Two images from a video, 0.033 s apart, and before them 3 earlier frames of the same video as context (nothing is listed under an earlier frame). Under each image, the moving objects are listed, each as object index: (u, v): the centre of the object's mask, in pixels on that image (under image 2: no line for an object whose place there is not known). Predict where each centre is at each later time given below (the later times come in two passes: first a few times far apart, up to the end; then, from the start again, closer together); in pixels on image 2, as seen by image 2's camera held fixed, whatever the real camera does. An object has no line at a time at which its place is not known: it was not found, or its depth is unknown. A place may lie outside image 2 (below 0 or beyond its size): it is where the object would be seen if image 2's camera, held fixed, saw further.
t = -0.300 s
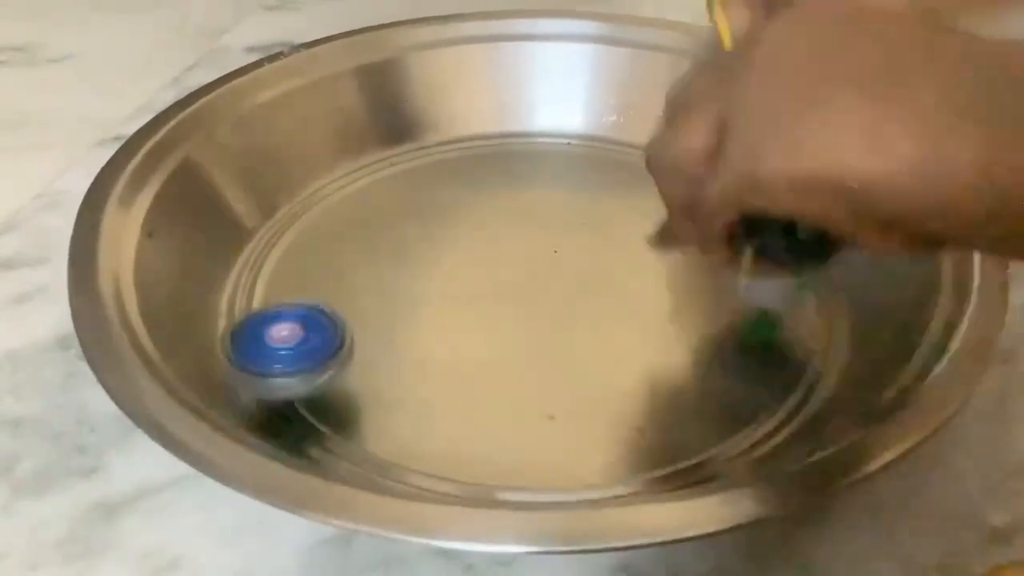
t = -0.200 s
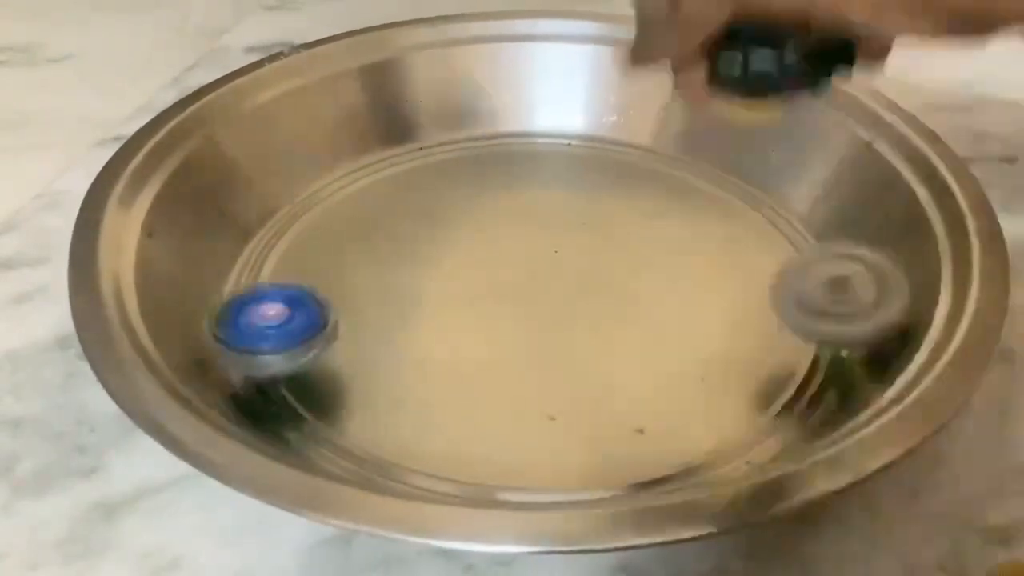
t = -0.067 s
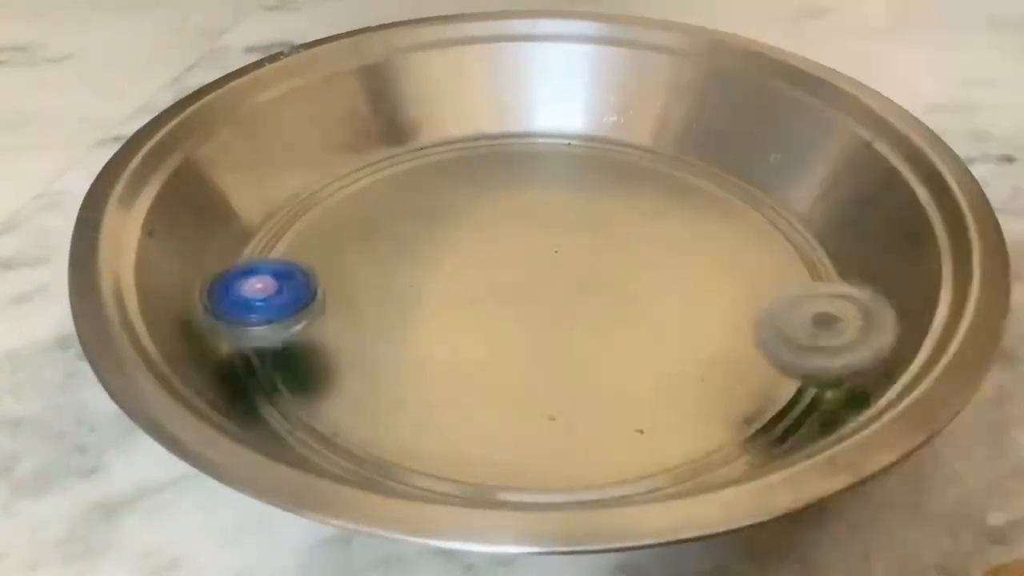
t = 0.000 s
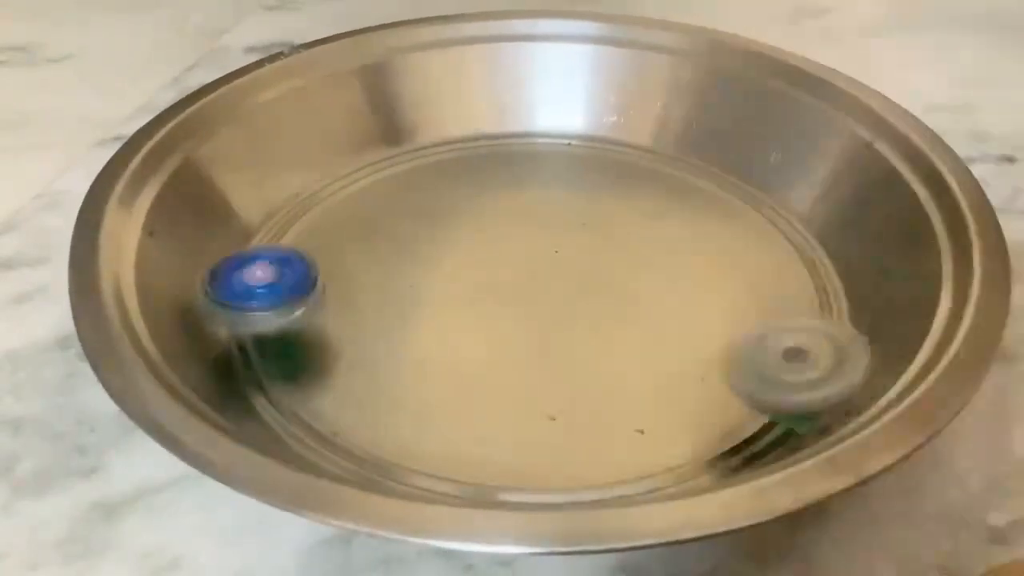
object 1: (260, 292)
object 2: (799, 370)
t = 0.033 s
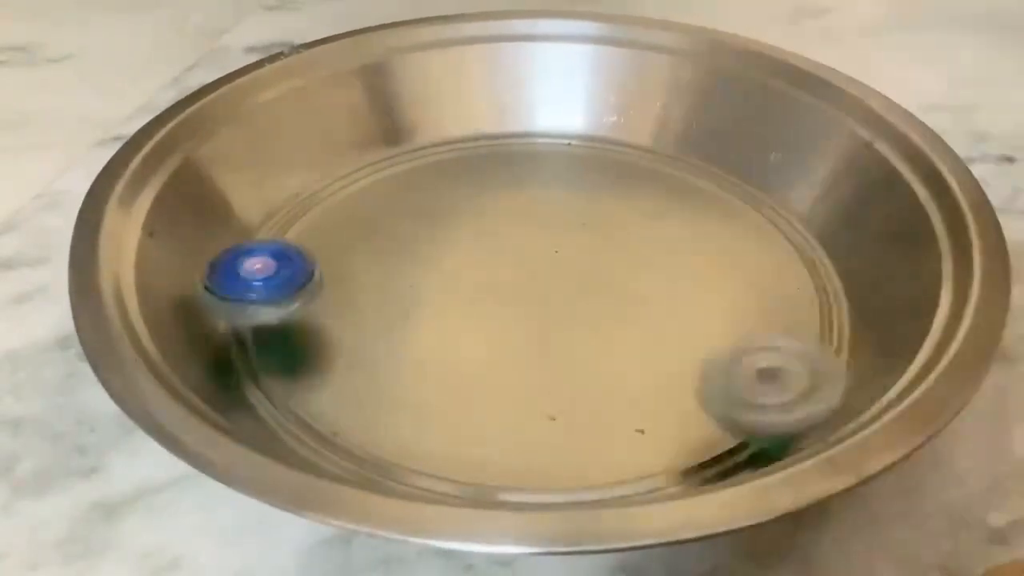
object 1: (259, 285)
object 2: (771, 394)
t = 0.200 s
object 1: (257, 256)
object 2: (588, 446)
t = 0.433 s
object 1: (273, 222)
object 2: (409, 394)
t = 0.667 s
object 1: (306, 190)
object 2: (262, 275)
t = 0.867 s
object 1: (364, 150)
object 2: (273, 255)
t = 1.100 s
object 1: (460, 127)
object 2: (316, 202)
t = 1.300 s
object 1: (573, 132)
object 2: (385, 190)
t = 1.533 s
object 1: (684, 159)
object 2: (432, 173)
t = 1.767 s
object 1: (768, 215)
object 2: (442, 156)
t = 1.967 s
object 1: (804, 282)
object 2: (421, 157)
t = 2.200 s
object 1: (773, 363)
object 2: (433, 162)
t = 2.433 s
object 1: (666, 425)
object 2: (462, 152)
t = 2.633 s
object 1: (536, 444)
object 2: (479, 148)
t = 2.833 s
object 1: (416, 428)
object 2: (505, 150)
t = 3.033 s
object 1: (326, 384)
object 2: (548, 149)
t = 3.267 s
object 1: (269, 324)
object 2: (602, 156)
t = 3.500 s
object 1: (261, 265)
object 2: (627, 164)
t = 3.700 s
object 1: (273, 224)
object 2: (645, 171)
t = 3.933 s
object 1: (311, 187)
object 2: (654, 176)
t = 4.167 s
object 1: (355, 160)
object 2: (661, 171)
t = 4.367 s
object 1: (393, 147)
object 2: (662, 169)
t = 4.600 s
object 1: (450, 140)
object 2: (669, 172)
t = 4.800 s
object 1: (493, 134)
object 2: (683, 178)
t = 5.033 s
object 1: (549, 130)
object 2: (692, 183)
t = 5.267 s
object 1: (597, 128)
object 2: (702, 190)
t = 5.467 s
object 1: (608, 134)
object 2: (712, 192)
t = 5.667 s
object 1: (627, 145)
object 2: (737, 197)
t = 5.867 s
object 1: (642, 142)
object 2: (762, 224)
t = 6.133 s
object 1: (633, 144)
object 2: (756, 272)
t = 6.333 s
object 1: (638, 142)
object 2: (764, 269)
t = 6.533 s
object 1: (635, 145)
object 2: (797, 294)
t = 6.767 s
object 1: (635, 143)
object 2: (805, 315)
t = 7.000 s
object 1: (640, 145)
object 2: (780, 349)
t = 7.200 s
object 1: (633, 144)
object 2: (765, 370)
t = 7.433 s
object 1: (639, 143)
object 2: (732, 390)
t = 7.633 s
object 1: (633, 143)
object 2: (703, 400)
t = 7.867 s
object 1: (636, 141)
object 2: (654, 417)
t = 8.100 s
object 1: (638, 144)
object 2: (617, 426)
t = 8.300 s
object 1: (637, 141)
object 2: (598, 427)
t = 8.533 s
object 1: (632, 145)
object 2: (575, 429)
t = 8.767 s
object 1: (638, 143)
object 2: (556, 430)
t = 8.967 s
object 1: (629, 140)
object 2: (544, 430)
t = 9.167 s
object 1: (625, 141)
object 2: (534, 431)
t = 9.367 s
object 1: (627, 139)
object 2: (518, 429)
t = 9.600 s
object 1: (619, 138)
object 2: (494, 429)
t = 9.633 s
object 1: (618, 138)
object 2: (491, 427)
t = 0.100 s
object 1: (257, 273)
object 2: (689, 420)
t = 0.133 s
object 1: (256, 268)
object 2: (664, 435)
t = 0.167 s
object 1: (258, 262)
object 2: (623, 437)
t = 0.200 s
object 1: (257, 256)
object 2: (588, 446)
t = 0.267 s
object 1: (262, 246)
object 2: (506, 444)
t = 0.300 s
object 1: (264, 240)
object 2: (484, 435)
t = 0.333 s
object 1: (267, 235)
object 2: (464, 428)
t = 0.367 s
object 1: (268, 231)
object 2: (444, 420)
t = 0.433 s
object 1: (273, 222)
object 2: (409, 394)
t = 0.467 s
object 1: (278, 218)
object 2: (373, 380)
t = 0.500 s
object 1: (283, 213)
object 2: (319, 372)
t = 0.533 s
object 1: (287, 208)
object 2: (290, 348)
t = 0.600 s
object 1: (295, 199)
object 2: (291, 316)
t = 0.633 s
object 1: (300, 195)
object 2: (269, 292)
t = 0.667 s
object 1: (306, 190)
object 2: (262, 275)
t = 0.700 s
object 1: (312, 181)
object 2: (277, 266)
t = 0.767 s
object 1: (328, 167)
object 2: (267, 248)
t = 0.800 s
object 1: (345, 164)
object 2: (271, 258)
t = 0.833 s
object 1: (354, 157)
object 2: (273, 259)
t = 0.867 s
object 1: (364, 150)
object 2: (273, 255)
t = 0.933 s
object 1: (389, 141)
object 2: (273, 243)
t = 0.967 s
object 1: (402, 137)
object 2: (278, 237)
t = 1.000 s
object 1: (415, 133)
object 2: (287, 232)
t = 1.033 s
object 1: (428, 130)
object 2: (294, 223)
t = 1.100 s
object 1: (460, 127)
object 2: (316, 202)
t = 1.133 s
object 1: (475, 127)
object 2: (329, 196)
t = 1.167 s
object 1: (493, 128)
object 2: (342, 197)
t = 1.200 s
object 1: (511, 131)
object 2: (354, 194)
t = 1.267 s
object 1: (554, 128)
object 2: (375, 192)
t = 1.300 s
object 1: (573, 132)
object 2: (385, 190)
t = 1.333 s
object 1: (593, 133)
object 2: (394, 186)
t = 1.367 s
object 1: (610, 135)
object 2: (401, 184)
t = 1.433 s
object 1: (640, 143)
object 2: (415, 177)
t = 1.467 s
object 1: (652, 149)
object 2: (422, 175)
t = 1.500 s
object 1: (669, 152)
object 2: (428, 174)
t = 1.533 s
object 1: (684, 159)
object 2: (432, 173)
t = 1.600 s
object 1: (712, 173)
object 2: (441, 171)
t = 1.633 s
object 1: (728, 180)
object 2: (442, 167)
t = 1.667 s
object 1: (738, 188)
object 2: (444, 164)
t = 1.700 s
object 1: (749, 196)
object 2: (444, 162)
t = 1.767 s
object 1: (768, 215)
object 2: (442, 156)
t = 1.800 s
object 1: (777, 226)
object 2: (440, 158)
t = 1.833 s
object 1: (785, 237)
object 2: (436, 155)
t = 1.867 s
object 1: (790, 248)
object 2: (432, 156)
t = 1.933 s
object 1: (800, 271)
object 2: (424, 154)
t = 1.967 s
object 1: (804, 282)
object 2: (421, 157)
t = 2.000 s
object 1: (806, 294)
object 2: (420, 158)
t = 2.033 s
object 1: (805, 305)
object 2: (420, 159)
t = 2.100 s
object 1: (798, 330)
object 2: (422, 160)
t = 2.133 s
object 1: (792, 341)
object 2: (425, 162)
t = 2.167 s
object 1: (783, 354)
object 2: (429, 163)
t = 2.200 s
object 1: (773, 363)
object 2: (433, 162)
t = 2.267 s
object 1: (752, 383)
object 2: (442, 161)
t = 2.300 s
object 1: (738, 392)
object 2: (447, 159)
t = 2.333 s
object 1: (721, 403)
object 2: (451, 153)
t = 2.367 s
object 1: (706, 409)
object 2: (456, 156)
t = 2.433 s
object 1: (666, 425)
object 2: (462, 152)
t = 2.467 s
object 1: (646, 431)
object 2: (465, 149)
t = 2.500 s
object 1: (624, 434)
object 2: (467, 149)
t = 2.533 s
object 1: (601, 438)
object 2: (470, 151)
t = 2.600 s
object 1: (557, 444)
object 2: (477, 149)
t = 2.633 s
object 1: (536, 444)
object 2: (479, 148)
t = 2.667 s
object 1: (514, 444)
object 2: (483, 145)
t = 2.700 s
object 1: (493, 441)
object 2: (486, 148)
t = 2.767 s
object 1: (454, 436)
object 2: (494, 147)
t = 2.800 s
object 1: (435, 434)
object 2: (499, 148)
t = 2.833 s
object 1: (416, 428)
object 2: (505, 150)
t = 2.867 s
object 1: (399, 424)
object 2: (513, 150)
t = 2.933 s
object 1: (368, 412)
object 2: (528, 150)
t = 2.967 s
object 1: (352, 400)
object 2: (535, 150)
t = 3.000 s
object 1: (337, 393)
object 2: (541, 147)
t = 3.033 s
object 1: (326, 384)
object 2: (548, 149)
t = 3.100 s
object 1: (303, 366)
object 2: (563, 152)
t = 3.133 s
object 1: (292, 359)
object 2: (571, 153)
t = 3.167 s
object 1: (286, 350)
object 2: (580, 154)
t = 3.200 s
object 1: (279, 341)
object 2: (588, 156)
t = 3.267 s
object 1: (269, 324)
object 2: (602, 156)
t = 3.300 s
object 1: (266, 314)
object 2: (607, 156)
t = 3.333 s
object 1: (262, 308)
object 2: (611, 157)
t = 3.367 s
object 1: (263, 298)
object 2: (615, 159)
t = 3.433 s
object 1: (262, 278)
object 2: (621, 163)
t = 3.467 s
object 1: (261, 273)
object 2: (624, 162)
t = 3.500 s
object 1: (261, 265)
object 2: (627, 164)
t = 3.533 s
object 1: (264, 255)
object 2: (631, 165)
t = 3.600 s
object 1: (263, 242)
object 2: (638, 168)
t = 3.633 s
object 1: (266, 237)
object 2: (641, 170)
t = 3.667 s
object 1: (269, 231)
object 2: (642, 170)
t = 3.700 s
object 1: (273, 224)
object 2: (645, 171)
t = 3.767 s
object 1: (282, 213)
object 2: (648, 173)
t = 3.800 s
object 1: (287, 208)
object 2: (648, 173)
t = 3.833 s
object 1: (293, 202)
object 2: (650, 174)
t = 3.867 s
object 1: (299, 198)
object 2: (651, 175)
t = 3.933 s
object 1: (311, 187)
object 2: (654, 176)
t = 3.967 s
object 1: (317, 183)
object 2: (654, 175)
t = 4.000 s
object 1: (325, 179)
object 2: (655, 175)
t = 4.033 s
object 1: (330, 175)
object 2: (656, 175)
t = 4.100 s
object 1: (343, 167)
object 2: (659, 173)
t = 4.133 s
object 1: (349, 163)
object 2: (660, 172)
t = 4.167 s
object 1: (355, 160)
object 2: (661, 171)
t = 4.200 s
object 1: (362, 157)
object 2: (661, 171)
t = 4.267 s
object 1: (374, 151)
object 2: (661, 169)
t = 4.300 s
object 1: (381, 150)
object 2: (662, 169)
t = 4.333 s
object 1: (387, 148)
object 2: (662, 169)
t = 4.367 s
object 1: (393, 147)
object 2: (662, 169)
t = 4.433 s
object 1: (408, 145)
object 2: (664, 168)
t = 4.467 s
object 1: (415, 144)
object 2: (664, 168)
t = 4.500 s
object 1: (424, 143)
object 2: (665, 169)
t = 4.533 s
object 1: (432, 141)
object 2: (666, 170)
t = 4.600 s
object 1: (450, 140)
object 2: (669, 172)
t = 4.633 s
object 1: (459, 138)
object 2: (672, 175)
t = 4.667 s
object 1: (466, 137)
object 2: (674, 175)
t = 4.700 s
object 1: (472, 136)
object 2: (676, 175)
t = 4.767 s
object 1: (485, 134)
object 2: (682, 178)
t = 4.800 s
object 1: (493, 134)
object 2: (683, 178)
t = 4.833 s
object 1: (503, 135)
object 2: (685, 179)
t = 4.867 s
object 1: (511, 135)
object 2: (686, 179)
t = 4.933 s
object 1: (527, 133)
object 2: (688, 179)
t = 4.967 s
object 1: (535, 132)
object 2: (689, 180)
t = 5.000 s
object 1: (541, 130)
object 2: (690, 181)
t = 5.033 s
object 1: (549, 130)
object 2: (692, 183)
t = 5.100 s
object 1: (568, 132)
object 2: (694, 186)
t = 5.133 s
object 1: (574, 131)
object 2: (695, 187)
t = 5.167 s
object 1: (580, 132)
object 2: (696, 188)
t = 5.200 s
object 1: (587, 132)
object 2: (697, 187)
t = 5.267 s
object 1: (597, 128)
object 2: (702, 190)
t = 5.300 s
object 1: (599, 128)
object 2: (704, 190)
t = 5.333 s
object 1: (600, 128)
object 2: (705, 191)
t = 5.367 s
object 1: (601, 128)
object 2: (707, 191)
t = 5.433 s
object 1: (606, 133)
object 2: (710, 191)
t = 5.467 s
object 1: (608, 134)
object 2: (712, 192)
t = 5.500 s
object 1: (611, 136)
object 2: (713, 192)
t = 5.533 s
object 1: (614, 139)
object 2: (713, 192)
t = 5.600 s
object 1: (622, 144)
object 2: (718, 193)
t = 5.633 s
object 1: (624, 144)
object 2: (728, 195)
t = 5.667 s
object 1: (627, 145)
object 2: (737, 197)
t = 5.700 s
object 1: (632, 145)
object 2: (745, 199)
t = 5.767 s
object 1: (639, 144)
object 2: (753, 209)
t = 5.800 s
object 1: (642, 144)
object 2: (756, 212)
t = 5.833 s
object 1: (643, 143)
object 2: (760, 218)
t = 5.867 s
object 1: (642, 142)
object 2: (762, 224)
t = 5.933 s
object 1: (639, 140)
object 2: (766, 234)
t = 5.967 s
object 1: (637, 140)
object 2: (765, 240)
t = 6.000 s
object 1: (634, 141)
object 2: (763, 246)
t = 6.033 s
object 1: (632, 142)
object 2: (761, 254)
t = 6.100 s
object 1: (632, 143)
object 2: (757, 255)
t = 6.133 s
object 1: (633, 144)
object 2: (756, 272)
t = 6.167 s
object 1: (636, 145)
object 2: (755, 257)
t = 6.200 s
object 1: (638, 145)
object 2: (756, 254)
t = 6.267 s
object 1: (641, 145)
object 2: (758, 260)
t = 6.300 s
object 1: (641, 143)
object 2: (761, 256)
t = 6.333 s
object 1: (638, 142)
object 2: (764, 269)
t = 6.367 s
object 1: (637, 142)
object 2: (768, 265)
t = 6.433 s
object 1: (635, 141)
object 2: (777, 284)
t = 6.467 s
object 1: (634, 143)
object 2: (783, 284)
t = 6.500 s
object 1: (634, 144)
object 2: (789, 291)
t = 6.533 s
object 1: (635, 145)
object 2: (797, 294)
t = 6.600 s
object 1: (639, 145)
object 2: (811, 299)
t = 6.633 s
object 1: (641, 144)
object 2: (811, 299)
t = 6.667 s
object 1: (640, 143)
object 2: (812, 302)
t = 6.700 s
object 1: (638, 143)
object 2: (808, 306)
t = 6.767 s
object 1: (635, 143)
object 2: (805, 315)
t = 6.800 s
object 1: (635, 143)
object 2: (804, 321)
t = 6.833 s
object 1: (635, 144)
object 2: (801, 325)
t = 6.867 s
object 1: (636, 145)
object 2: (797, 331)
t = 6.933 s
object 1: (638, 146)
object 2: (788, 342)
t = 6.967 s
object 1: (639, 146)
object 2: (784, 345)
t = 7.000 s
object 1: (640, 145)
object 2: (780, 349)
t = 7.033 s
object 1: (641, 144)
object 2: (776, 353)
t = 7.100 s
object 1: (635, 144)
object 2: (774, 359)
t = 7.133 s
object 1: (634, 143)
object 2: (770, 362)
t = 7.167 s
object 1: (634, 142)
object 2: (767, 365)
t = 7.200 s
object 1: (633, 144)
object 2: (765, 370)
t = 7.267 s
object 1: (635, 143)
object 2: (756, 372)
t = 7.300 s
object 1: (636, 144)
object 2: (753, 376)
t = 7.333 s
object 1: (636, 144)
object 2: (747, 380)
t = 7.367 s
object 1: (637, 144)
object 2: (744, 381)
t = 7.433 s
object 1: (639, 143)
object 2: (732, 390)
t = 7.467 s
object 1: (637, 142)
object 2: (724, 395)
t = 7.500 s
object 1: (636, 141)
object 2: (720, 396)
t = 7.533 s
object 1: (634, 142)
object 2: (715, 400)
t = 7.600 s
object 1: (633, 142)
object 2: (704, 400)
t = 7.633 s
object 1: (633, 143)
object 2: (703, 400)
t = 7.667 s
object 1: (633, 142)
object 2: (697, 405)
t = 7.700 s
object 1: (634, 143)
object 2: (691, 409)
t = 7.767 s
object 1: (637, 142)
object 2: (672, 412)
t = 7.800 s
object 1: (637, 143)
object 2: (668, 412)
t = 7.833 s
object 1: (636, 142)
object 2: (661, 415)
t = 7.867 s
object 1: (636, 141)
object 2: (654, 417)
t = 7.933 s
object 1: (634, 142)
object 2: (642, 419)
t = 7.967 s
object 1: (634, 142)
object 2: (637, 421)
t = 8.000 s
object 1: (634, 143)
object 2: (633, 422)
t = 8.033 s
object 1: (635, 143)
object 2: (628, 423)
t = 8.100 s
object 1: (638, 144)
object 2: (617, 426)
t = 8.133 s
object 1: (640, 144)
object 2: (611, 426)
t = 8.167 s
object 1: (641, 144)
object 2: (605, 426)
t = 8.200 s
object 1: (641, 143)
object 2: (603, 426)
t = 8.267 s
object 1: (639, 141)
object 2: (599, 426)
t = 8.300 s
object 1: (637, 141)
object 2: (598, 427)
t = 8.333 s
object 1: (635, 141)
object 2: (595, 427)
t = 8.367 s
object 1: (634, 141)
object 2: (591, 428)
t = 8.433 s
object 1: (631, 143)
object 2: (586, 429)
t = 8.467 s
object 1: (630, 144)
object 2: (582, 429)
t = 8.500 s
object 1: (631, 144)
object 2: (577, 429)
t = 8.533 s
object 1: (632, 145)
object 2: (575, 429)
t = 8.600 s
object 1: (635, 146)
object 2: (568, 429)
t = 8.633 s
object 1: (636, 146)
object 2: (564, 431)
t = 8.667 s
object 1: (638, 145)
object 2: (561, 430)
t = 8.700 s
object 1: (639, 144)
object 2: (559, 430)
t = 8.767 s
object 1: (638, 143)
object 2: (556, 430)
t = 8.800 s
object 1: (635, 142)
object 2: (554, 430)
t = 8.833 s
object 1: (635, 141)
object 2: (551, 430)
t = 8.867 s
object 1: (633, 141)
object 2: (550, 430)
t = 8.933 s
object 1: (630, 140)
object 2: (545, 430)
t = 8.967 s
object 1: (629, 140)
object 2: (544, 430)
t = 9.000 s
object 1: (627, 141)
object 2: (542, 430)
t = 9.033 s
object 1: (627, 140)
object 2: (540, 429)
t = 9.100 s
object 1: (626, 141)
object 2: (537, 431)
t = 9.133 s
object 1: (626, 141)
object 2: (535, 429)
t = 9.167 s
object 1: (625, 141)
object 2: (534, 431)
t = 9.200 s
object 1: (626, 140)
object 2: (534, 428)
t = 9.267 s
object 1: (625, 141)
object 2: (528, 430)
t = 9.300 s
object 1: (626, 140)
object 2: (525, 431)
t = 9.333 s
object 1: (627, 140)
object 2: (523, 430)
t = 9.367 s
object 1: (627, 139)
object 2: (518, 429)
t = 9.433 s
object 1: (625, 139)
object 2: (507, 429)
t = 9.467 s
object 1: (624, 138)
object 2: (506, 429)
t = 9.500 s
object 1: (623, 138)
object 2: (498, 430)
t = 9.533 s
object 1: (622, 138)
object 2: (497, 427)
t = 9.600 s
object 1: (619, 138)
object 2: (494, 429)
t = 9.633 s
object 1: (618, 138)
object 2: (491, 427)
